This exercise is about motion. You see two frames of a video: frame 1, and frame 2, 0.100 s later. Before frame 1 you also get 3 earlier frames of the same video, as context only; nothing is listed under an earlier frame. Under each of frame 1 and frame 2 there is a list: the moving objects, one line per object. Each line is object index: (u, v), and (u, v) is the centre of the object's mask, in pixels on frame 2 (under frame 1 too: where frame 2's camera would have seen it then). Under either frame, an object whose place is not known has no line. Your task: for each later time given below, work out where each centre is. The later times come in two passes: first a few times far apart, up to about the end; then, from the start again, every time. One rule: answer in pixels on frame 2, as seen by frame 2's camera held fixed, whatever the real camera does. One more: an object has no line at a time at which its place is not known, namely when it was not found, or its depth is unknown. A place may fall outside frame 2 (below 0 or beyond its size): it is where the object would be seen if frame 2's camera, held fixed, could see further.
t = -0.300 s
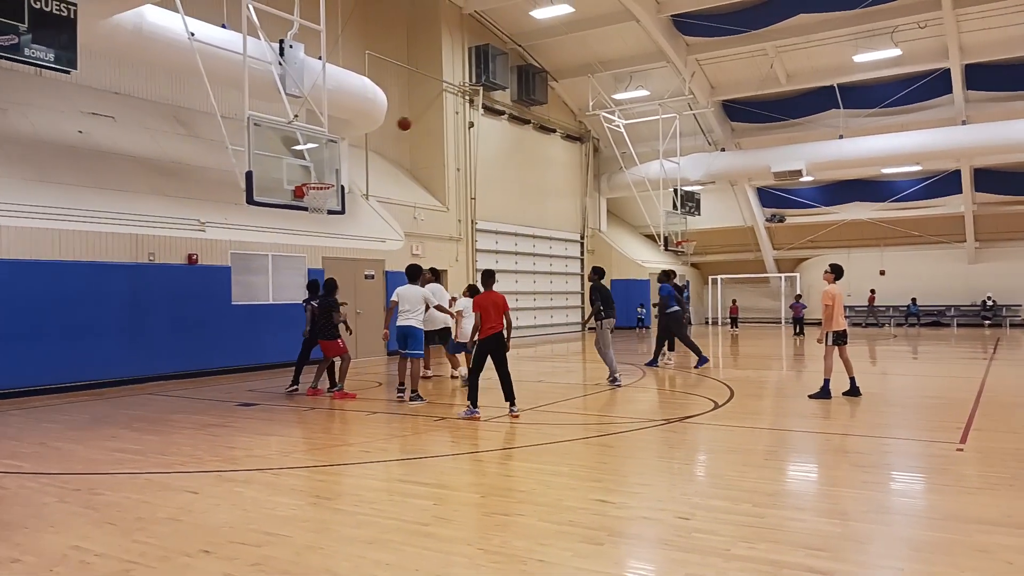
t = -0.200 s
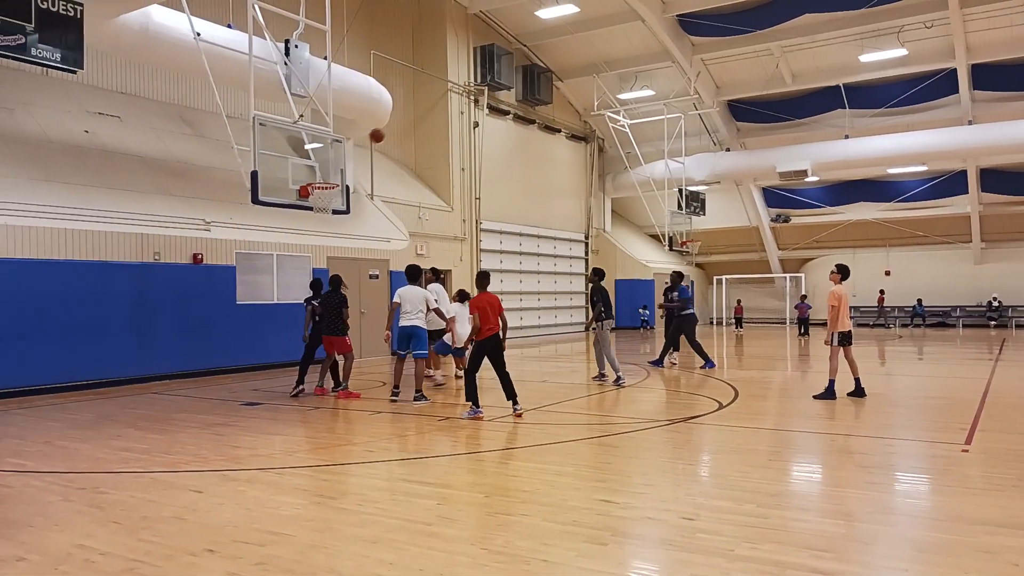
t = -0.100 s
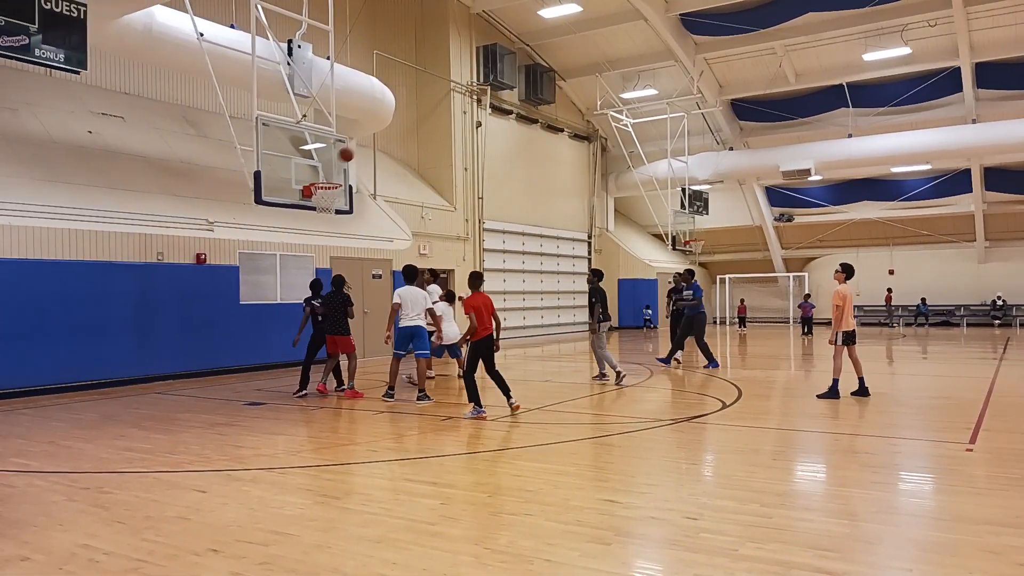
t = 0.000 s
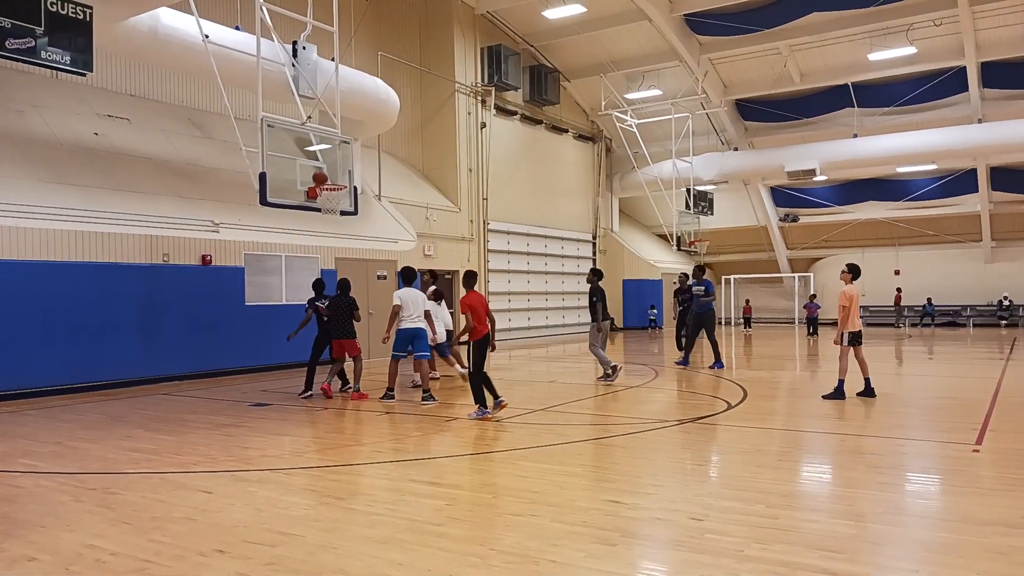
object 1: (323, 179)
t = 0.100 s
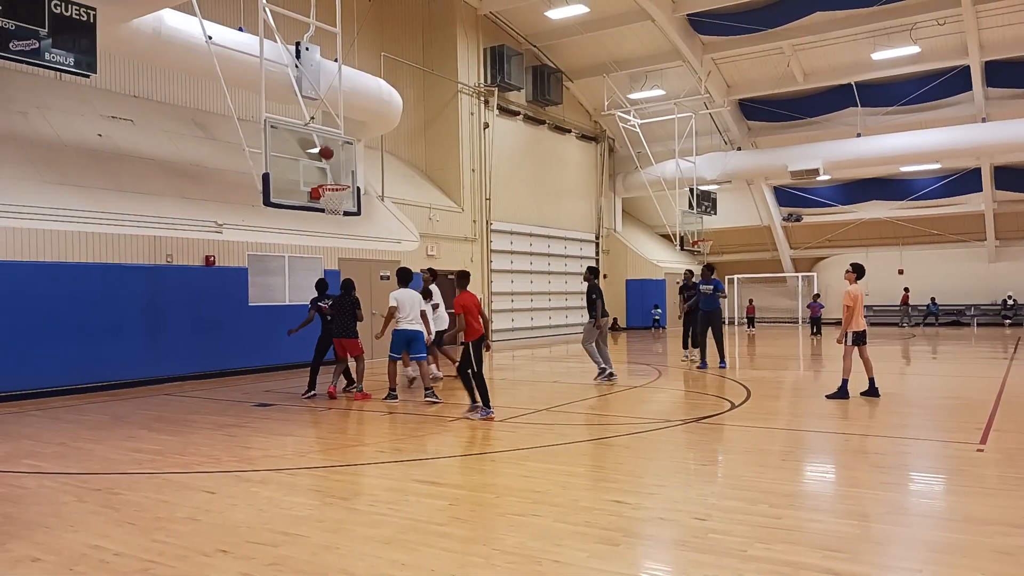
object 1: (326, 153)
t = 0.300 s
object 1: (332, 120)
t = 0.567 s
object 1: (341, 117)
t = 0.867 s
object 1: (344, 121)
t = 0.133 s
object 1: (327, 145)
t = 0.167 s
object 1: (328, 139)
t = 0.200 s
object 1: (329, 133)
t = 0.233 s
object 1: (330, 128)
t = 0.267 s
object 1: (331, 124)
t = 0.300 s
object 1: (332, 120)
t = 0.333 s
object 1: (333, 118)
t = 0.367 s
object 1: (334, 116)
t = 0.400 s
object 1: (335, 114)
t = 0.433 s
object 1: (336, 114)
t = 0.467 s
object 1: (337, 114)
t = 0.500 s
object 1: (338, 114)
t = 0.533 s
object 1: (339, 115)
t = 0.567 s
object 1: (341, 117)
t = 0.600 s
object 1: (342, 120)
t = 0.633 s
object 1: (343, 124)
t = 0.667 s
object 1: (344, 127)
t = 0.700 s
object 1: (344, 128)
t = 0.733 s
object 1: (344, 125)
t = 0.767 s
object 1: (344, 123)
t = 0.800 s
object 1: (343, 122)
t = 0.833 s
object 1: (342, 121)
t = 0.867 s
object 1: (344, 121)
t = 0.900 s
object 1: (345, 121)
